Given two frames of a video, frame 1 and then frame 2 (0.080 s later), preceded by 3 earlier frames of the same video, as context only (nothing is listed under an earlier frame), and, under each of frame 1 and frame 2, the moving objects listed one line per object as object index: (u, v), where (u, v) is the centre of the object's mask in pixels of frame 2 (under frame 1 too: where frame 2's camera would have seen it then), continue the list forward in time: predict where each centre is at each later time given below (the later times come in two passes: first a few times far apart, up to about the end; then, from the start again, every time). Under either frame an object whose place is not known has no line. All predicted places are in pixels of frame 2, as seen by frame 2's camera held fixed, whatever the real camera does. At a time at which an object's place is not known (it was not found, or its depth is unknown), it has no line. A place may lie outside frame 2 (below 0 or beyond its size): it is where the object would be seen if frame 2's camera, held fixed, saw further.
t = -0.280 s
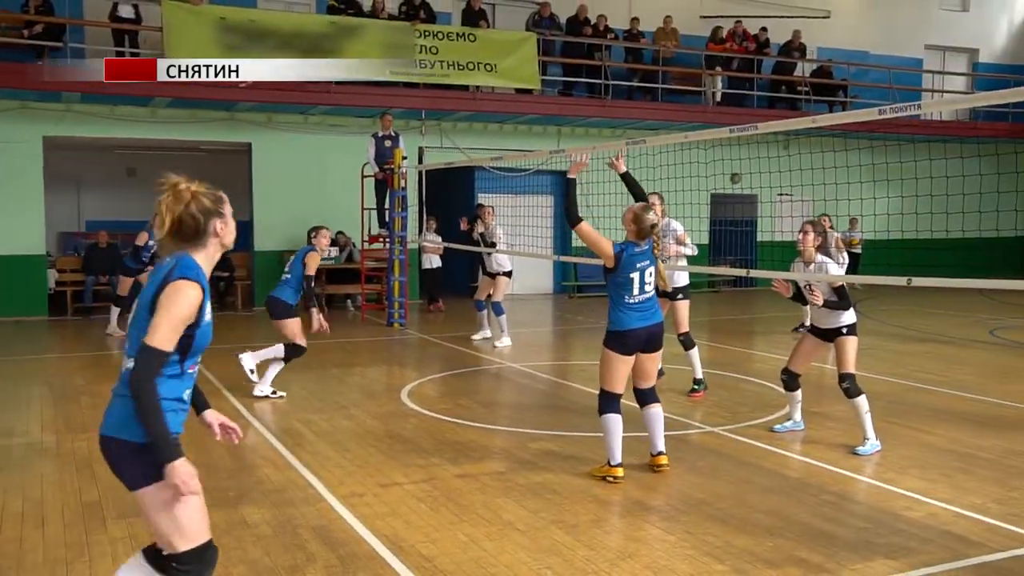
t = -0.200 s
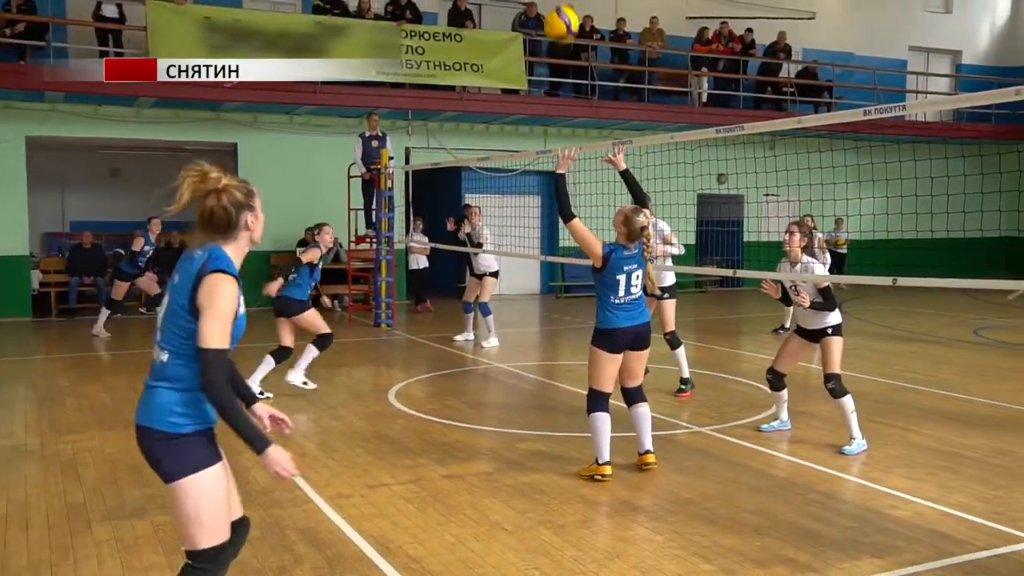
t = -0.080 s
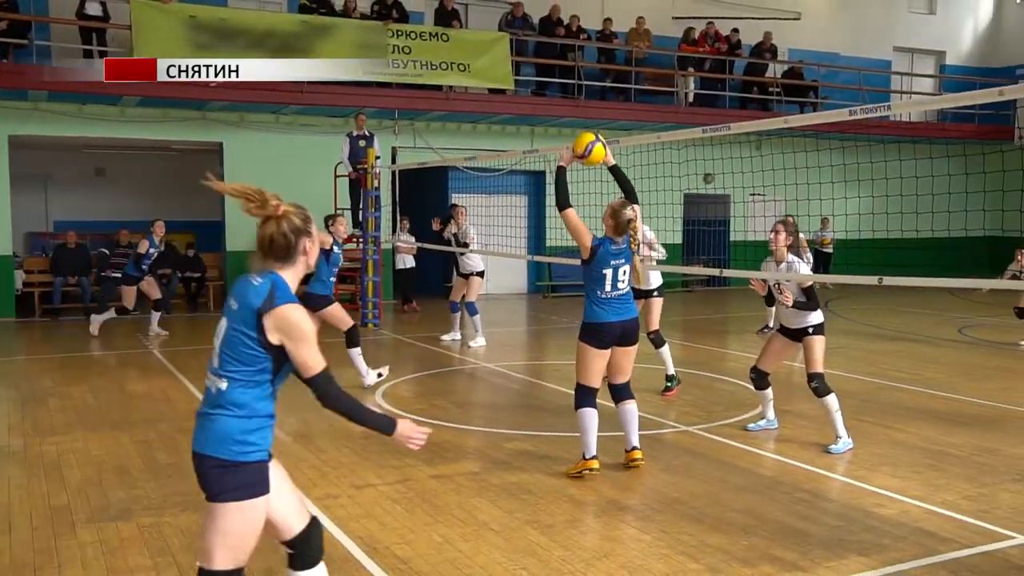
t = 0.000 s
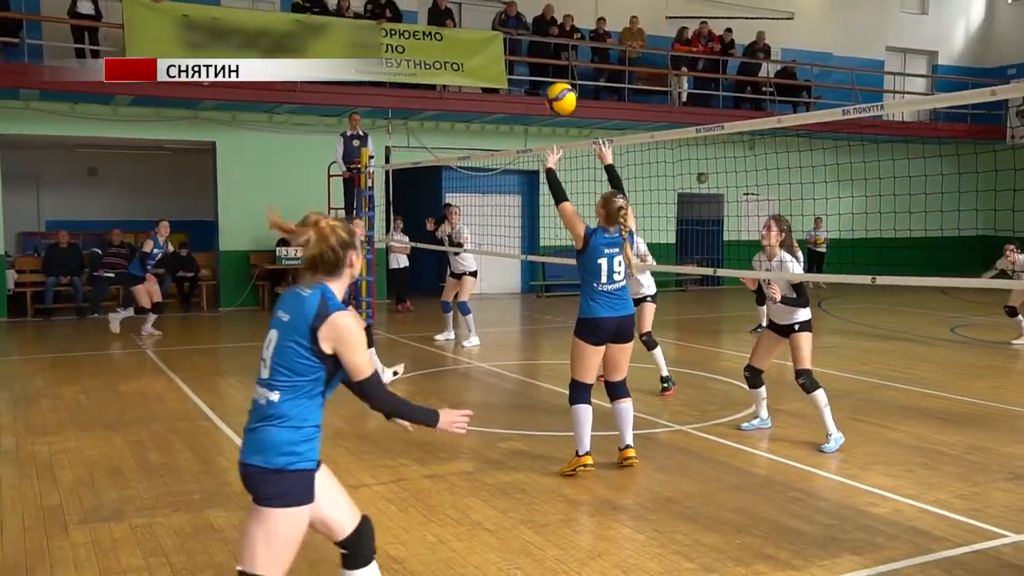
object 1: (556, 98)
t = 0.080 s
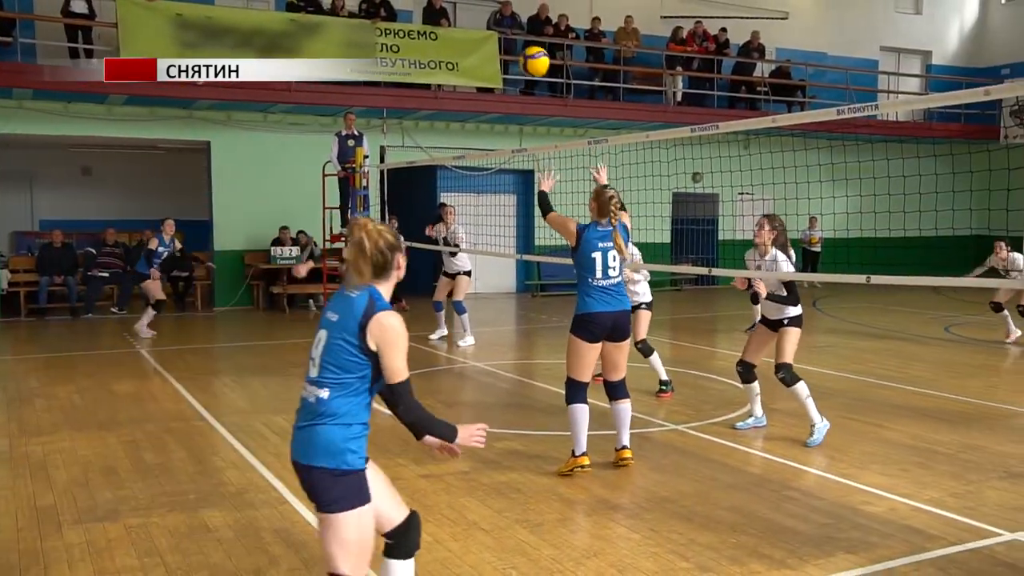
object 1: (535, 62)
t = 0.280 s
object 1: (491, 23)
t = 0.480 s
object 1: (459, 39)
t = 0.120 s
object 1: (525, 48)
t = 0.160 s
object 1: (515, 38)
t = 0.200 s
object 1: (507, 31)
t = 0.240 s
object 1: (499, 26)
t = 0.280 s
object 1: (491, 23)
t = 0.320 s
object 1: (483, 22)
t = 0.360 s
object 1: (477, 24)
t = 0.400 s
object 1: (471, 27)
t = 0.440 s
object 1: (465, 32)
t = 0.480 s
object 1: (459, 39)
